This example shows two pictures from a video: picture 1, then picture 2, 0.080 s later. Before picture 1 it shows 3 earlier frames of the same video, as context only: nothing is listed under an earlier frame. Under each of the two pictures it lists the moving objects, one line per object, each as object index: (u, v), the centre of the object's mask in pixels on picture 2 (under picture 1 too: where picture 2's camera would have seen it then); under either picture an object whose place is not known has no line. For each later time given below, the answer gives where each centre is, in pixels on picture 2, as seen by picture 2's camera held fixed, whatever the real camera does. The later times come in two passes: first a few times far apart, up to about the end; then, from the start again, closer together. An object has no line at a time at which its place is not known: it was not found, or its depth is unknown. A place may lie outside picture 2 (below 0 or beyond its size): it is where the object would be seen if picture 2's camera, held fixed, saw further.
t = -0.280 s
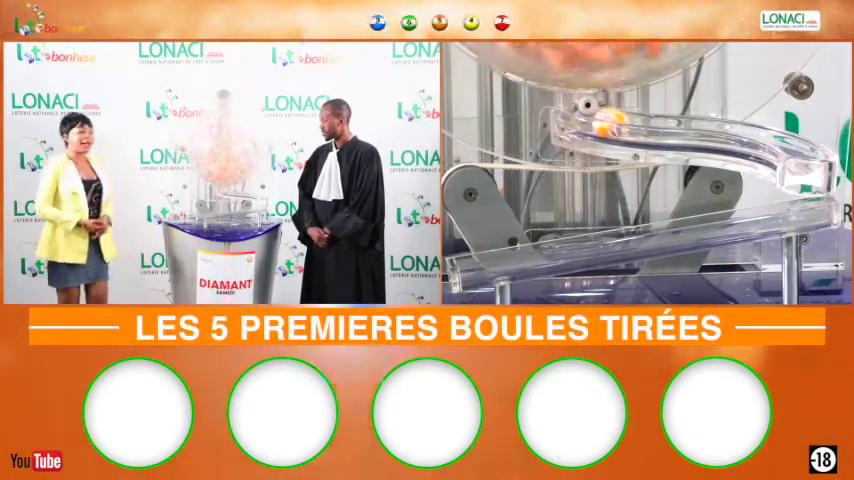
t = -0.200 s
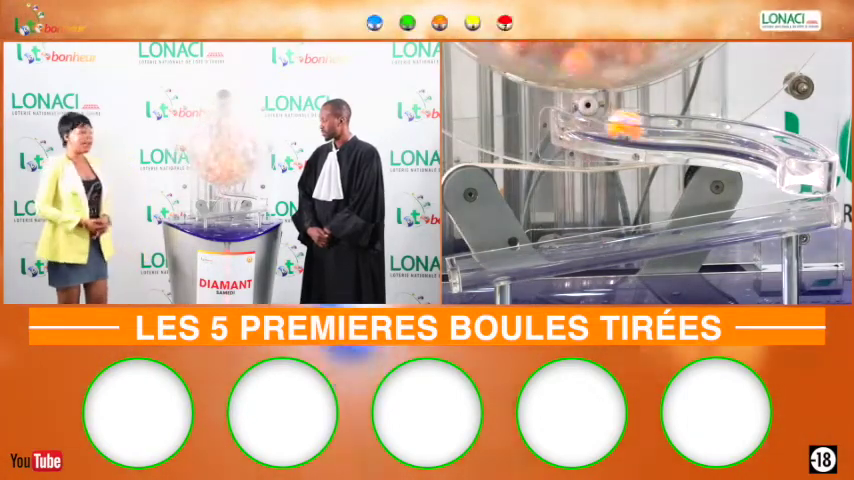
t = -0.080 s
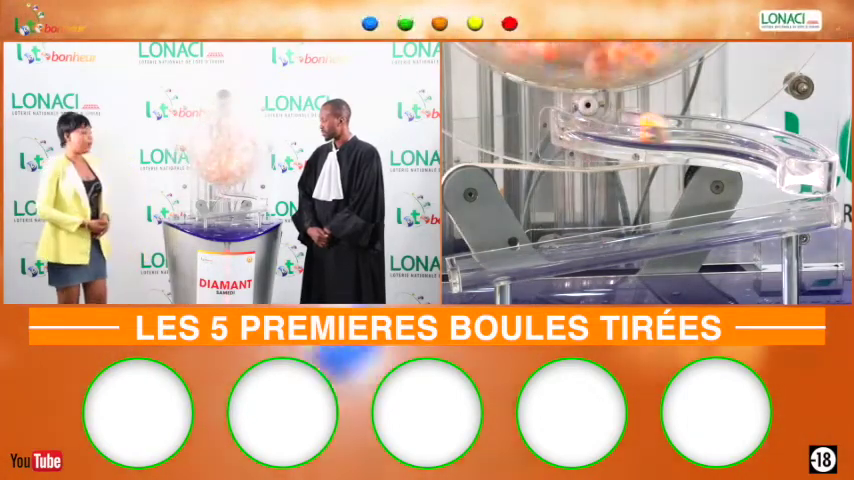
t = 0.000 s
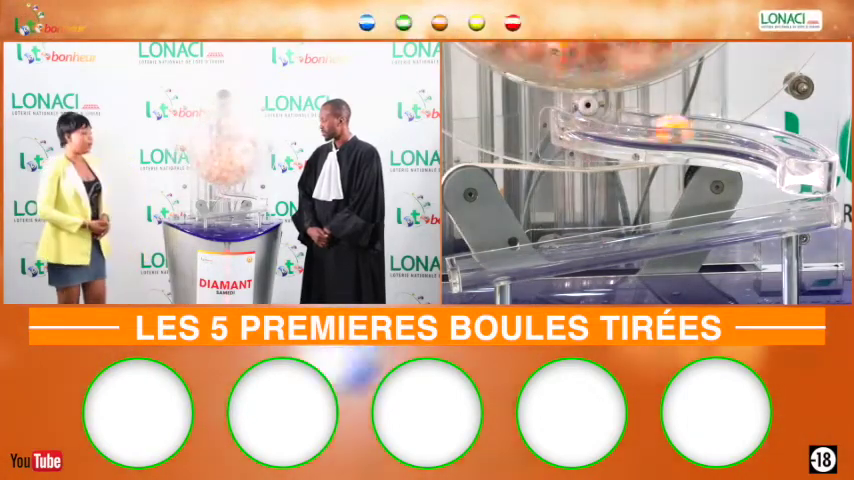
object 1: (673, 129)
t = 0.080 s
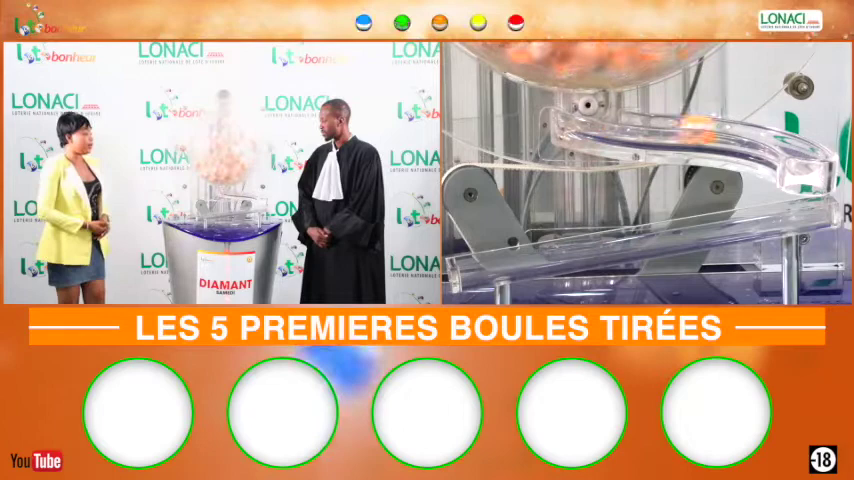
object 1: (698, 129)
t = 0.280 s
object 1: (757, 140)
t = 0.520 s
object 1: (805, 177)
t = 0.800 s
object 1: (796, 209)
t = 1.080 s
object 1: (779, 213)
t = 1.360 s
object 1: (713, 222)
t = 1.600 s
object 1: (633, 237)
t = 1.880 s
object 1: (508, 257)
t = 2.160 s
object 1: (500, 260)
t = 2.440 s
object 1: (477, 264)
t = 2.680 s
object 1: (476, 264)
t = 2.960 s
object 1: (477, 265)
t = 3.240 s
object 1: (476, 265)
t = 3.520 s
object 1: (476, 264)
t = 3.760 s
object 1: (476, 264)
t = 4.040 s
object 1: (476, 264)
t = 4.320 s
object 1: (477, 265)
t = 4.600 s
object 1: (477, 265)
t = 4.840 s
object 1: (477, 265)
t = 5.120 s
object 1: (477, 265)
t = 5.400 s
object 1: (477, 265)
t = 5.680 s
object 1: (477, 265)
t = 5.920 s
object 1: (476, 265)
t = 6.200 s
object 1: (476, 265)
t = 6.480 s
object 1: (476, 265)
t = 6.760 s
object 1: (476, 265)
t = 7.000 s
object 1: (476, 265)
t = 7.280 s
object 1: (476, 265)
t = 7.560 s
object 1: (476, 265)
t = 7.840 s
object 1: (476, 265)
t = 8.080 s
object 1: (476, 265)
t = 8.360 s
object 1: (476, 265)
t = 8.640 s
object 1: (476, 265)
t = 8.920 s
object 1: (476, 265)
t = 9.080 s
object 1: (476, 265)
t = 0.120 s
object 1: (709, 130)
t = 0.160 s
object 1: (721, 132)
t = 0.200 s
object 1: (735, 134)
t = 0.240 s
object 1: (746, 136)
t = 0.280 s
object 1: (757, 140)
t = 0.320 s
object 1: (772, 142)
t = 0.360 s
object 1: (785, 145)
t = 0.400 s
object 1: (798, 155)
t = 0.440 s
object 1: (803, 161)
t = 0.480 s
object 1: (810, 177)
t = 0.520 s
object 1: (805, 177)
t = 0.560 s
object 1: (807, 184)
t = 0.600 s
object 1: (805, 203)
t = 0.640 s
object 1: (805, 203)
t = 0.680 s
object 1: (805, 204)
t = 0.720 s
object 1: (802, 207)
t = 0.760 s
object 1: (798, 209)
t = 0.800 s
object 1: (796, 209)
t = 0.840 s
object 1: (794, 210)
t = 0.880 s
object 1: (792, 211)
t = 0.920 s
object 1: (790, 211)
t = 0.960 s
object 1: (788, 211)
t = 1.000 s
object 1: (786, 212)
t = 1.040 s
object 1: (783, 212)
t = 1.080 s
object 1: (779, 213)
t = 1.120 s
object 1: (772, 214)
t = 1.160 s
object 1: (766, 215)
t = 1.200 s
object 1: (757, 216)
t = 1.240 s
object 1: (747, 217)
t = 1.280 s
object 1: (736, 218)
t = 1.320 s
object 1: (725, 221)
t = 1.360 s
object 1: (713, 222)
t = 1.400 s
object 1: (699, 224)
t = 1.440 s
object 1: (686, 226)
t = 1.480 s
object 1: (672, 229)
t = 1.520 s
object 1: (660, 232)
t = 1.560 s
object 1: (646, 234)
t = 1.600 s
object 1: (633, 237)
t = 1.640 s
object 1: (618, 239)
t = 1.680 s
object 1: (601, 241)
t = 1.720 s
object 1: (581, 244)
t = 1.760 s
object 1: (562, 248)
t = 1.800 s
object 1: (545, 252)
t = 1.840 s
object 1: (526, 254)
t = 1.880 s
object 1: (508, 257)
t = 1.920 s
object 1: (489, 259)
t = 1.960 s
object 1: (478, 262)
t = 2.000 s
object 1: (491, 260)
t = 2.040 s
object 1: (497, 260)
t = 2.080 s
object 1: (499, 260)
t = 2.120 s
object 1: (499, 260)
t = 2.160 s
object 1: (500, 260)
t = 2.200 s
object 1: (499, 260)
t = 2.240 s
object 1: (497, 260)
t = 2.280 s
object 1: (493, 262)
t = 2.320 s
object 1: (488, 263)
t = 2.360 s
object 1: (482, 263)
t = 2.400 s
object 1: (476, 264)
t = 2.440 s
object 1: (477, 264)
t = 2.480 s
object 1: (479, 264)
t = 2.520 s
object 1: (481, 263)
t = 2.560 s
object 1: (481, 263)
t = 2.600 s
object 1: (480, 264)
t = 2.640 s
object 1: (478, 264)
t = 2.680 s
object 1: (476, 264)
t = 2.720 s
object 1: (476, 264)
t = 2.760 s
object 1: (477, 265)
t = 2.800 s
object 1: (477, 265)
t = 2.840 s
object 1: (476, 264)
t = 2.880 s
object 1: (476, 265)
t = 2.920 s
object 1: (477, 265)
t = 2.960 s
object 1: (477, 265)
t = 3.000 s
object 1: (476, 265)
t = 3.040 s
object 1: (477, 264)
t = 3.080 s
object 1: (476, 265)
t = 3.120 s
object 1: (476, 264)
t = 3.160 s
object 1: (476, 264)
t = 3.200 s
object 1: (476, 264)
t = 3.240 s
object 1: (476, 265)
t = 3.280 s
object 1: (476, 264)
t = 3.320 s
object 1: (476, 264)
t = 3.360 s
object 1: (476, 264)
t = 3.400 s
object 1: (476, 264)
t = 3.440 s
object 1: (476, 264)
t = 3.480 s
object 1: (476, 264)
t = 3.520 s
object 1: (476, 264)
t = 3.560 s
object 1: (476, 264)
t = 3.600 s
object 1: (476, 265)
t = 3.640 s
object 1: (476, 264)
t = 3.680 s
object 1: (476, 264)
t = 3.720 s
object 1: (476, 264)
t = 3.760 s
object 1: (476, 264)
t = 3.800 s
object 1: (476, 264)
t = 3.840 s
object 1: (476, 264)
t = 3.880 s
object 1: (476, 264)
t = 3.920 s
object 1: (476, 264)
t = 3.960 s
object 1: (476, 264)
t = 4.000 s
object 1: (476, 264)
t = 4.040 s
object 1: (476, 264)
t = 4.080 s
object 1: (476, 265)
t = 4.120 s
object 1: (476, 265)
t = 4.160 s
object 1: (476, 265)
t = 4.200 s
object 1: (476, 265)
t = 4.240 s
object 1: (476, 265)
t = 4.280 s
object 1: (477, 265)
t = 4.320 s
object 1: (477, 265)
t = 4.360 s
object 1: (477, 265)
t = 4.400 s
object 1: (477, 264)
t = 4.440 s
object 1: (477, 265)
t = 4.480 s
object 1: (477, 265)
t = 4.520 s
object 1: (477, 265)
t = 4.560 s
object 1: (477, 265)
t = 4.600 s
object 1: (477, 265)
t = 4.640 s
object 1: (477, 265)
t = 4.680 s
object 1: (477, 264)
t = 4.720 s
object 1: (477, 264)
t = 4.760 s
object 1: (477, 264)
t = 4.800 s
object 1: (477, 265)
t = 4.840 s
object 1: (477, 265)
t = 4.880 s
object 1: (477, 265)
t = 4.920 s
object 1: (477, 265)
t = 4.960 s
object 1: (477, 265)
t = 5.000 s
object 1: (477, 265)
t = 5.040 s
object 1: (477, 265)
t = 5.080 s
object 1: (477, 265)
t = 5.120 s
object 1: (477, 265)
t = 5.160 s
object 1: (477, 265)
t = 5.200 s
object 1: (477, 265)
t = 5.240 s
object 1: (477, 265)
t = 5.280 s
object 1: (476, 265)
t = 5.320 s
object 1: (477, 265)
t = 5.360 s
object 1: (476, 265)
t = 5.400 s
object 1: (477, 265)
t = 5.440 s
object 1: (477, 265)
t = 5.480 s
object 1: (477, 265)
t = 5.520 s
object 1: (476, 265)
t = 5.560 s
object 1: (476, 265)
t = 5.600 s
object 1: (477, 265)
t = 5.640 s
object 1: (477, 265)
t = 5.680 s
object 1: (477, 265)
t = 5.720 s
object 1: (477, 265)
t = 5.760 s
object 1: (477, 265)
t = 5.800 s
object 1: (477, 265)
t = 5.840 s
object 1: (477, 265)
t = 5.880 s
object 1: (476, 265)
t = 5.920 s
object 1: (476, 265)
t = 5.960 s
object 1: (476, 265)
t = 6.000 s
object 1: (476, 265)
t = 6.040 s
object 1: (476, 265)
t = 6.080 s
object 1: (476, 265)
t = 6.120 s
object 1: (476, 265)
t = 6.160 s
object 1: (476, 265)
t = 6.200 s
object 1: (476, 265)
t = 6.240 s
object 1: (476, 265)
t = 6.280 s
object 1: (476, 265)
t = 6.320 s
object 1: (476, 265)
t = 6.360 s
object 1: (476, 265)
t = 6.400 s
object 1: (476, 265)
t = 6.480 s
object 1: (476, 265)
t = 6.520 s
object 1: (476, 265)
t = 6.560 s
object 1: (476, 265)
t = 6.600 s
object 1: (476, 265)
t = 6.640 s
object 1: (476, 265)
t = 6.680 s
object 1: (476, 265)
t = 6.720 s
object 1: (476, 265)
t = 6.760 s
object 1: (476, 265)
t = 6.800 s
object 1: (476, 265)
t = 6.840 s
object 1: (476, 265)
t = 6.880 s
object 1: (476, 265)
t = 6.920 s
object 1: (476, 265)
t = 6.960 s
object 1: (476, 265)
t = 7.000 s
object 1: (476, 265)
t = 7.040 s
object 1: (476, 265)
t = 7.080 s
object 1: (476, 265)
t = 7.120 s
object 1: (476, 265)
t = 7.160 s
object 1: (476, 265)
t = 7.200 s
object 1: (476, 265)
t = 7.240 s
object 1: (476, 265)
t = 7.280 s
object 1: (476, 265)
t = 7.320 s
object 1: (476, 265)
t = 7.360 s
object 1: (476, 265)
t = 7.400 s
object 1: (476, 265)
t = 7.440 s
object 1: (476, 265)
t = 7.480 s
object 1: (476, 265)
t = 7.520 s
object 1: (476, 265)
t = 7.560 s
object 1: (476, 265)
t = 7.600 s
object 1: (476, 265)
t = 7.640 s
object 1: (476, 265)
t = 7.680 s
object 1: (476, 265)
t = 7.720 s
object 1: (476, 265)
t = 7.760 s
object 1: (476, 265)
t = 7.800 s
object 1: (476, 265)
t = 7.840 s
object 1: (476, 265)
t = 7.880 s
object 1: (476, 265)
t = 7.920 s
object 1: (476, 265)
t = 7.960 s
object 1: (476, 265)
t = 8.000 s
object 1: (476, 265)
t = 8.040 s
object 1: (476, 265)
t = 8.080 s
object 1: (476, 265)
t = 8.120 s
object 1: (476, 265)
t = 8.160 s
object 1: (476, 265)
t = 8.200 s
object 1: (476, 265)
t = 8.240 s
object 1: (476, 265)
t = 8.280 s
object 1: (476, 265)
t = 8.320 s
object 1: (476, 265)
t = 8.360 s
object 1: (476, 265)
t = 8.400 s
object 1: (476, 265)
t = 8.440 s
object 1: (476, 265)
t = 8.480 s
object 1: (476, 265)
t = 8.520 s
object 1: (476, 265)
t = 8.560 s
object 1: (476, 265)
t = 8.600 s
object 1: (476, 265)
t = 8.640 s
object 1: (476, 265)
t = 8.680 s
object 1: (476, 265)
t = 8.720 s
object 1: (476, 265)
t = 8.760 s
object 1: (476, 265)
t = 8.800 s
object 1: (476, 265)
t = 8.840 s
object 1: (476, 265)
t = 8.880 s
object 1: (476, 265)
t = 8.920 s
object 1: (476, 265)
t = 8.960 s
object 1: (476, 265)
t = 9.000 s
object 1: (476, 265)
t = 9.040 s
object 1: (476, 265)
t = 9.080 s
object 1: (476, 265)
